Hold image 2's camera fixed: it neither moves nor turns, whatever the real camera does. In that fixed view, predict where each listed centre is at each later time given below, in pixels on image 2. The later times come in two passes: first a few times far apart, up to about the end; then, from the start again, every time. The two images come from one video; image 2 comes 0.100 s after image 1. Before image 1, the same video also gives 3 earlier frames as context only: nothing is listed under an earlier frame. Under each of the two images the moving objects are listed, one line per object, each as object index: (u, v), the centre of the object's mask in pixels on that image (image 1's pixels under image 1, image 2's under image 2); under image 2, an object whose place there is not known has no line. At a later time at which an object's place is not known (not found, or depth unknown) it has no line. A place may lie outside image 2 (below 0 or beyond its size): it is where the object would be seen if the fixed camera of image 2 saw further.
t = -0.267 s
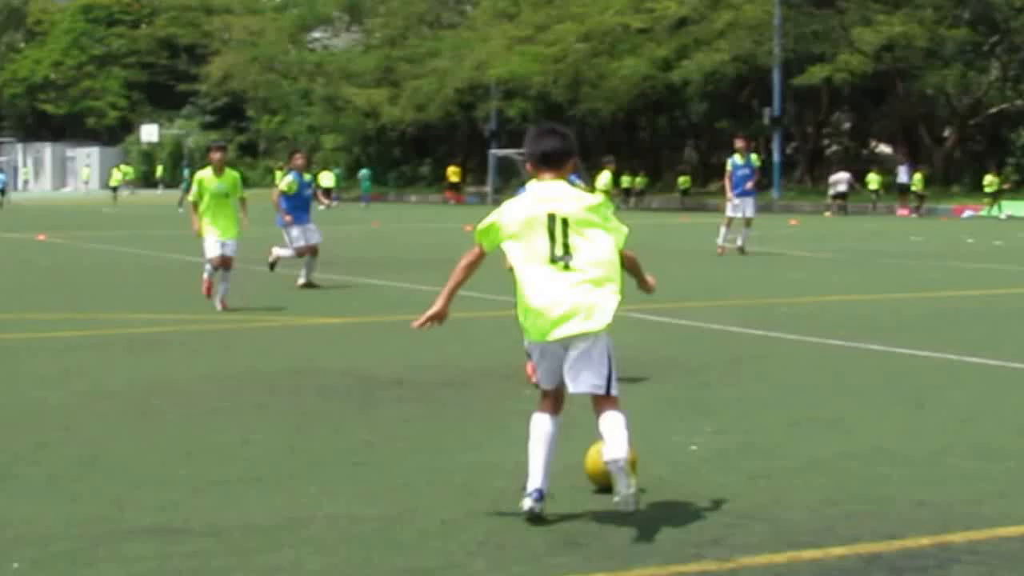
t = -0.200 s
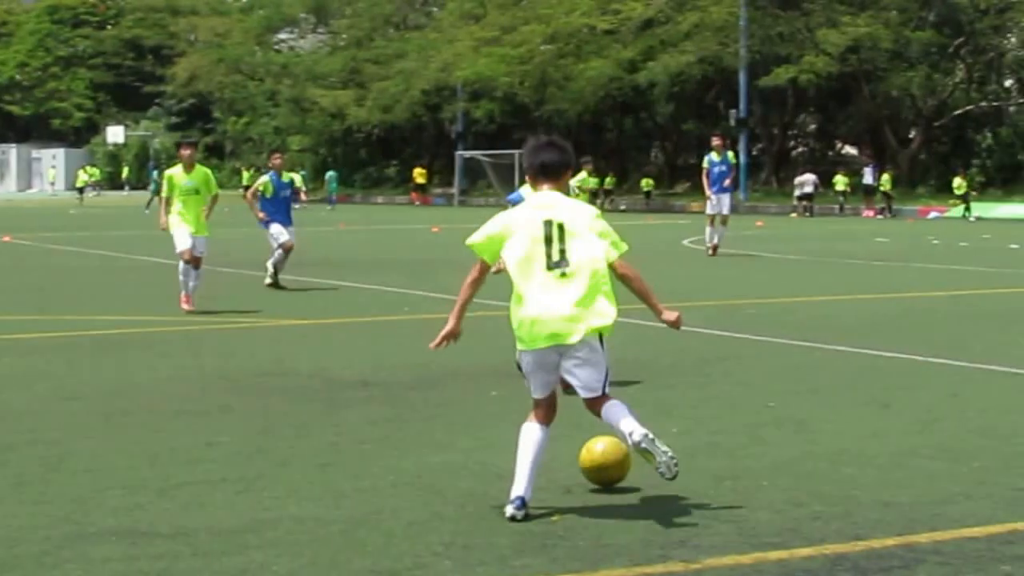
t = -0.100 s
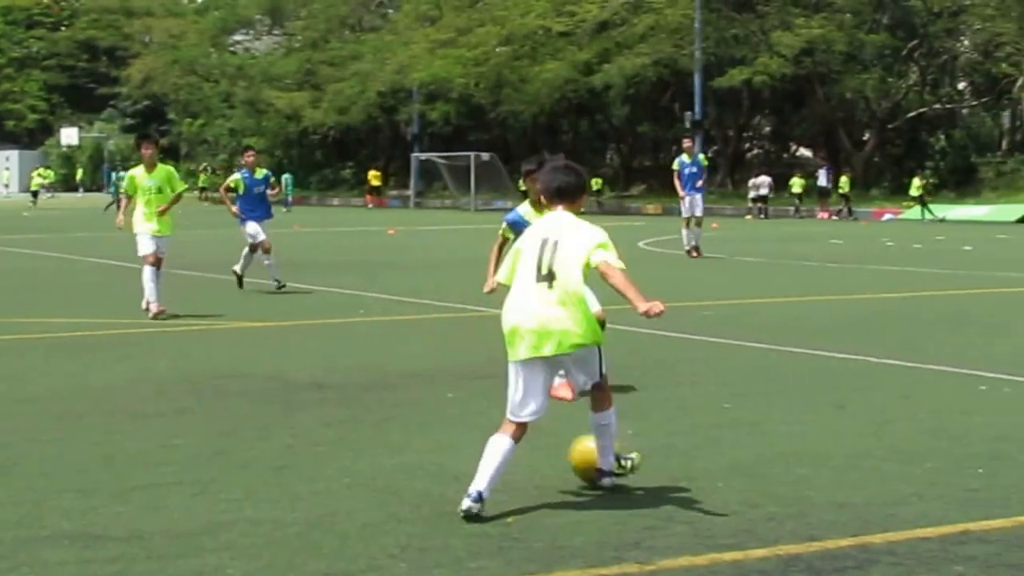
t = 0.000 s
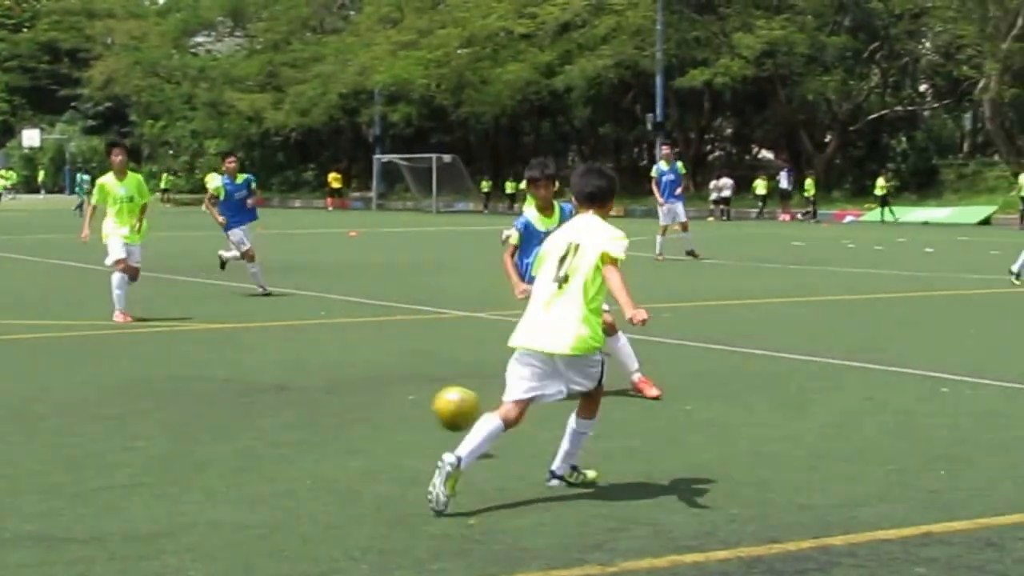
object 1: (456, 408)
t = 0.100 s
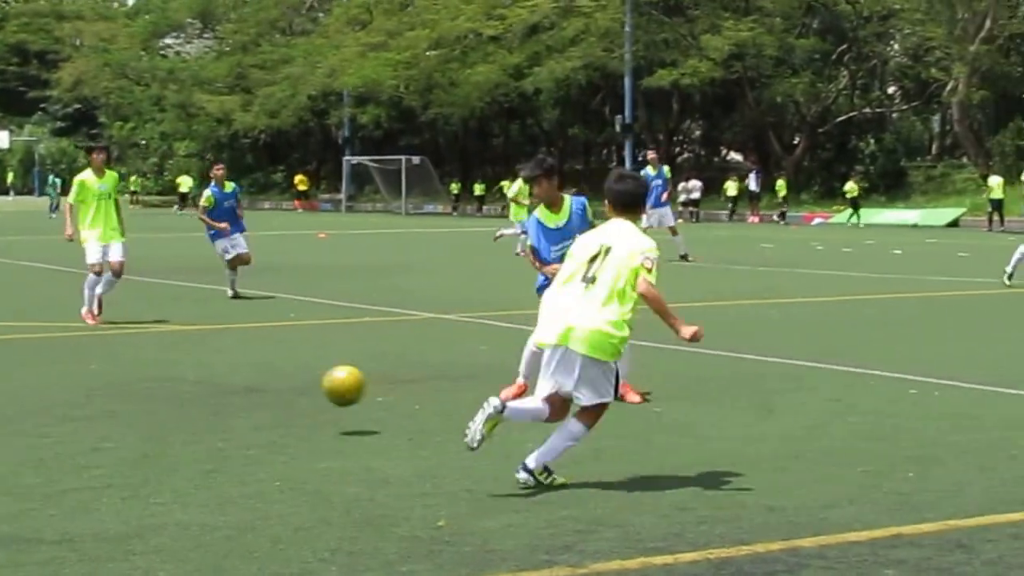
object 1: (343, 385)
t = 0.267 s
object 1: (238, 385)
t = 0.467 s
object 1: (161, 348)
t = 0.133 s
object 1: (320, 381)
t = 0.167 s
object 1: (298, 380)
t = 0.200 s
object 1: (277, 380)
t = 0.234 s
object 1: (256, 382)
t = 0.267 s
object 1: (238, 385)
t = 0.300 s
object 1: (224, 374)
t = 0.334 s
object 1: (211, 365)
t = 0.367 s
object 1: (197, 357)
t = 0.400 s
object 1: (184, 352)
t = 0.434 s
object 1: (172, 349)
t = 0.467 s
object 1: (161, 348)
